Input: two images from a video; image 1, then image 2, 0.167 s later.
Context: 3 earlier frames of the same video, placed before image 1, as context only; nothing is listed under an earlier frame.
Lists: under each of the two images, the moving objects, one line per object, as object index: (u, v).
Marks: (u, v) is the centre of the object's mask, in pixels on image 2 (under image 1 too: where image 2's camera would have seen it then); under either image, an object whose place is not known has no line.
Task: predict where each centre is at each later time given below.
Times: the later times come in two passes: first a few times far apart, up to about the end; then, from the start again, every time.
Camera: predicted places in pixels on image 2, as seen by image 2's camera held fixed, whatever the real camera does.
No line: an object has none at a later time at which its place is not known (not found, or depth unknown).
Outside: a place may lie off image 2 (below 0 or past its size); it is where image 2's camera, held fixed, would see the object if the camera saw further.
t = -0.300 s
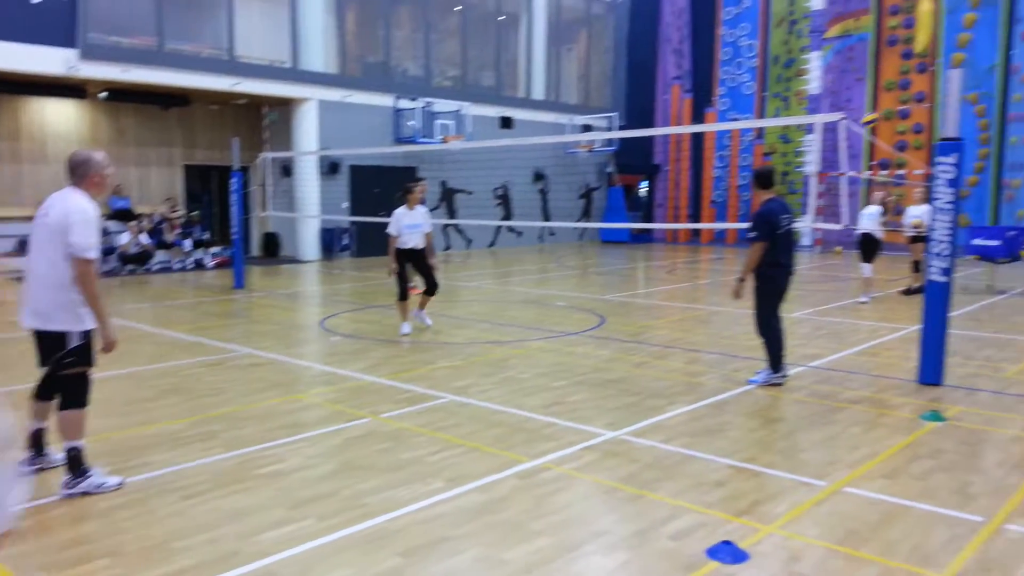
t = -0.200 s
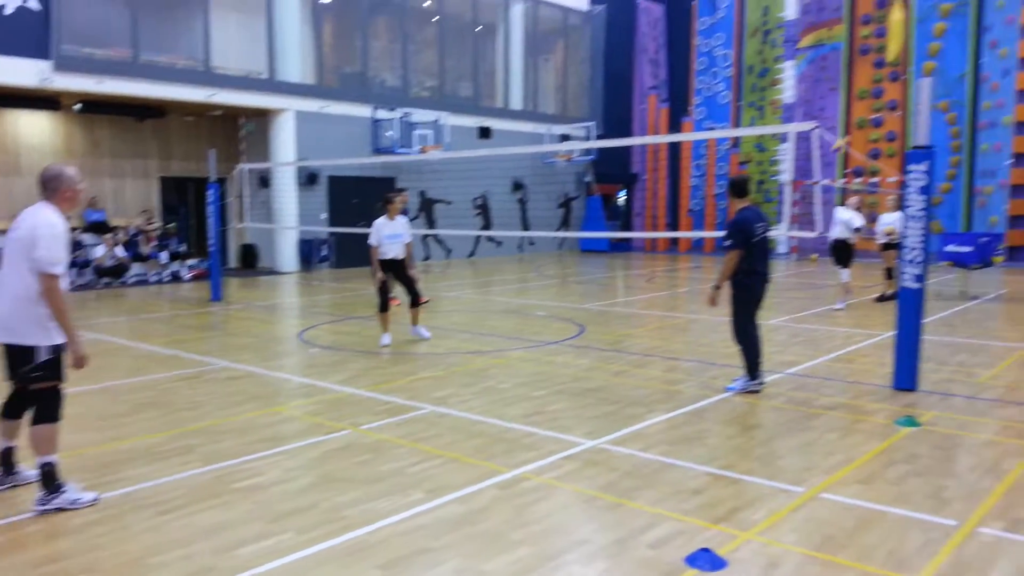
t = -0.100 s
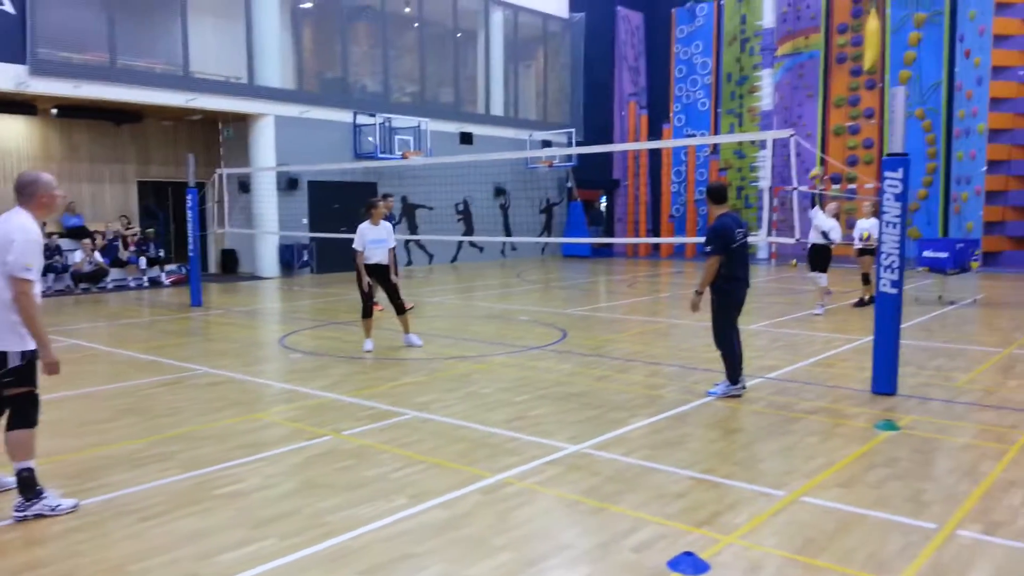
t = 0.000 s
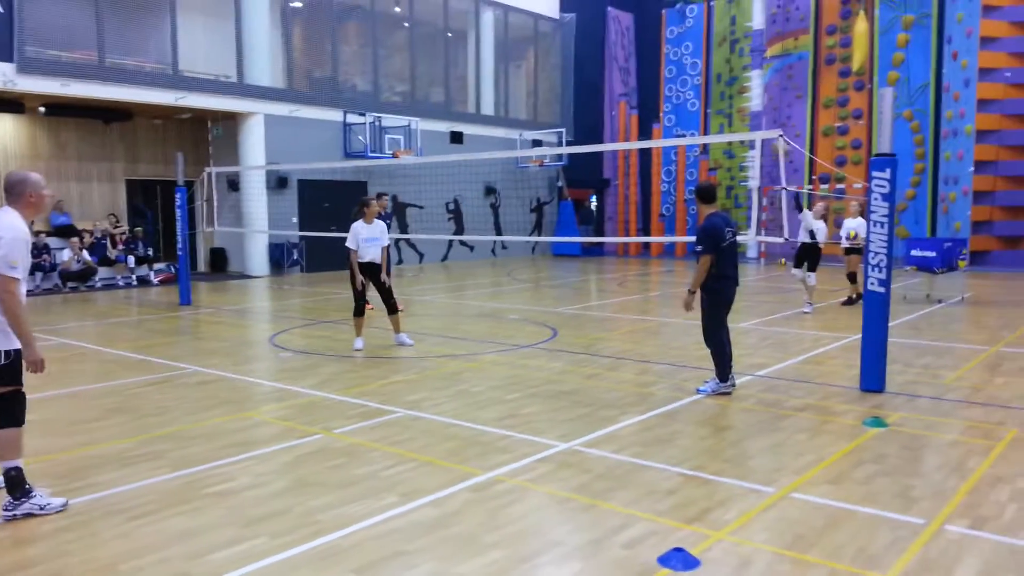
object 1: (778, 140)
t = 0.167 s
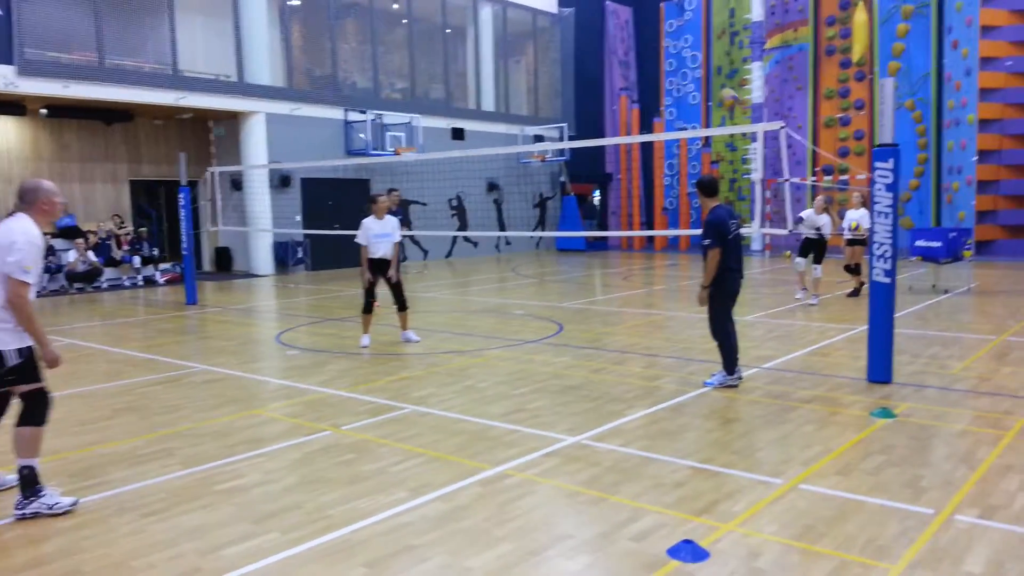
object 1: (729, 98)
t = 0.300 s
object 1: (677, 76)
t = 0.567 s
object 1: (528, 74)
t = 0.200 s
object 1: (717, 90)
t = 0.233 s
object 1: (705, 86)
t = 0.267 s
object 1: (690, 79)
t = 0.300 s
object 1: (677, 76)
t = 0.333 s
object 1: (660, 69)
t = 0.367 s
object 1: (647, 67)
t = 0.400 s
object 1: (630, 65)
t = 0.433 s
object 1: (611, 63)
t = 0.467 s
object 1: (591, 65)
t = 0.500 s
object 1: (573, 66)
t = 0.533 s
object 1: (551, 68)
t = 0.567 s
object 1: (528, 74)
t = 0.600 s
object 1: (506, 79)
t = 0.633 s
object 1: (477, 89)
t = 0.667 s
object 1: (452, 98)
